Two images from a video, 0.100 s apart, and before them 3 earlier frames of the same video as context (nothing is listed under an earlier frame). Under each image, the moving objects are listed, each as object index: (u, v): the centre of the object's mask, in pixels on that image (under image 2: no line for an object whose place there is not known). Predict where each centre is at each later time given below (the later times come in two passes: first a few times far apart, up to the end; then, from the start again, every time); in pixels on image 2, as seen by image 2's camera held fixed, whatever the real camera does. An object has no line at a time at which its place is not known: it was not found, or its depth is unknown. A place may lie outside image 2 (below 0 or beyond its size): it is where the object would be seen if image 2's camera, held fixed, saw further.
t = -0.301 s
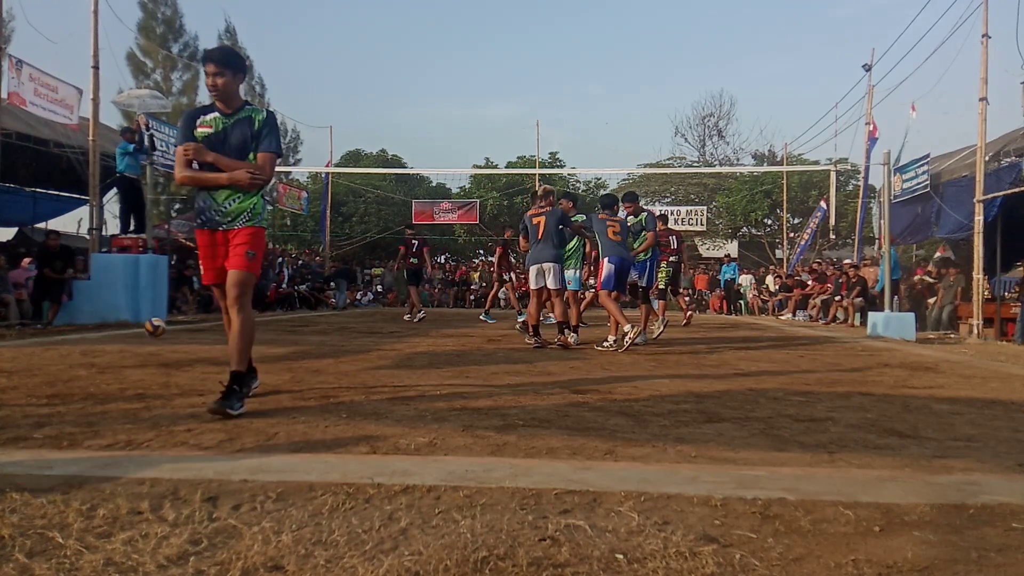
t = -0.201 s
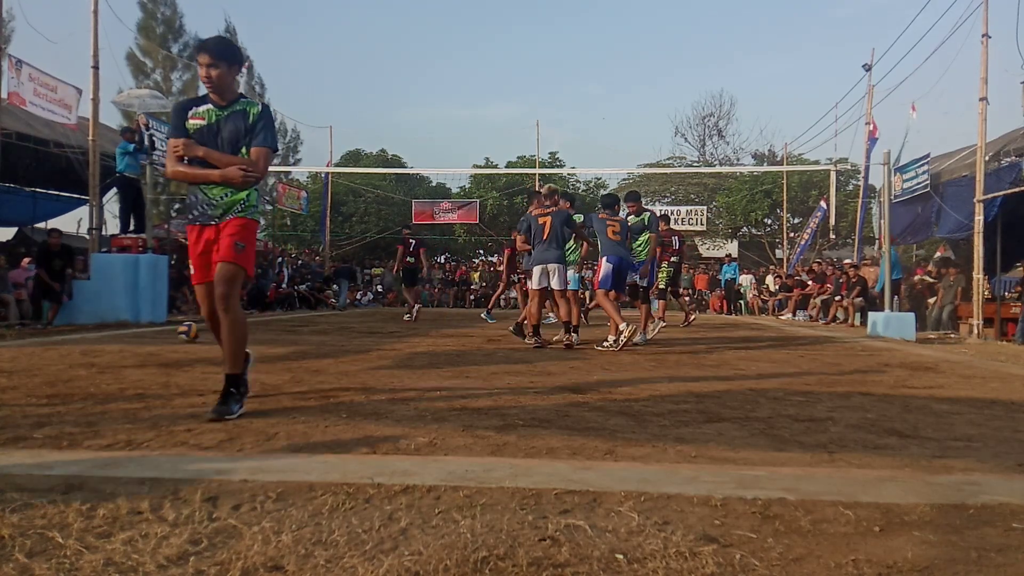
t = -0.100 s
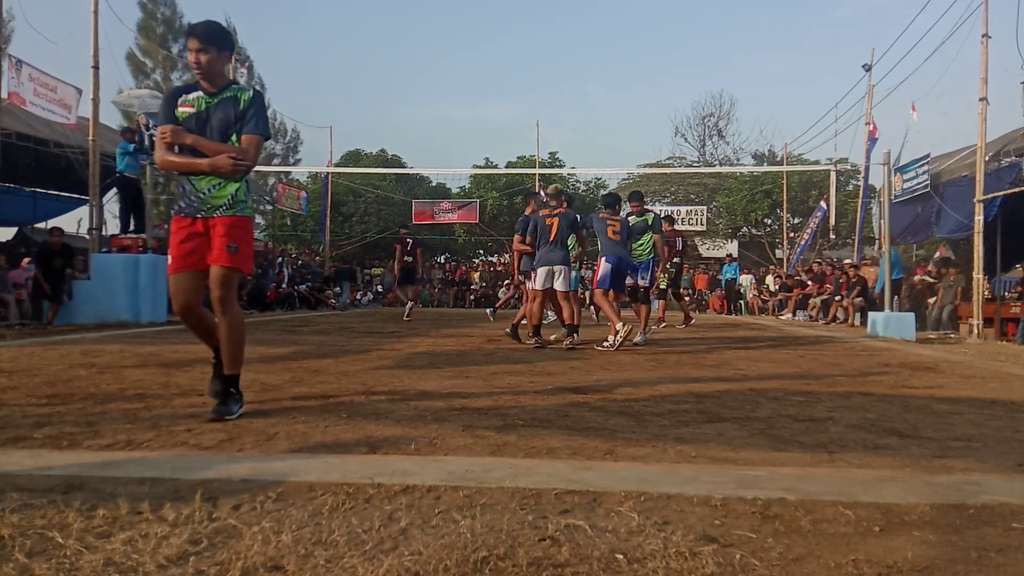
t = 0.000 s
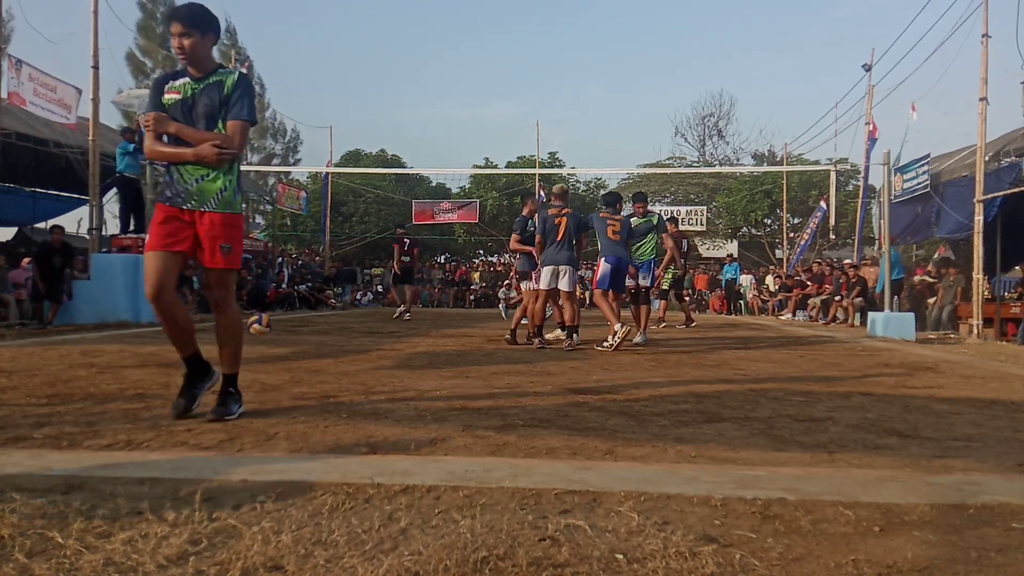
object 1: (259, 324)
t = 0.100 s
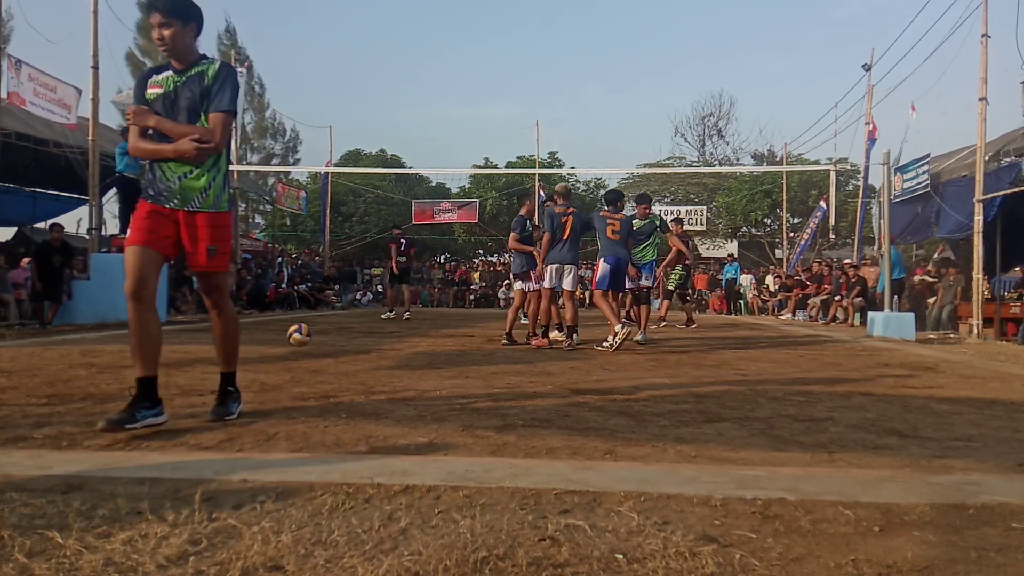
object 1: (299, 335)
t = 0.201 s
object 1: (343, 342)
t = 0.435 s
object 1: (466, 351)
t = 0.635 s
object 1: (598, 353)
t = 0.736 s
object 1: (676, 370)
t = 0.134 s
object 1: (314, 341)
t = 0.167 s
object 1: (328, 346)
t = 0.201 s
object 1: (343, 342)
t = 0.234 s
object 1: (360, 339)
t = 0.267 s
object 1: (376, 336)
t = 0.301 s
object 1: (393, 337)
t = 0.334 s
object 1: (411, 338)
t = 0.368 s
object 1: (429, 341)
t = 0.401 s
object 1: (448, 345)
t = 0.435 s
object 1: (466, 351)
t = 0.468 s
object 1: (488, 359)
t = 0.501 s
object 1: (508, 356)
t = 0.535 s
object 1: (528, 353)
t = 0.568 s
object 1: (551, 352)
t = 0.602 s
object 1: (574, 351)
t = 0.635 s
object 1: (598, 353)
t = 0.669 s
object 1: (622, 357)
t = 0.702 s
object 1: (648, 362)
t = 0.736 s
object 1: (676, 370)
